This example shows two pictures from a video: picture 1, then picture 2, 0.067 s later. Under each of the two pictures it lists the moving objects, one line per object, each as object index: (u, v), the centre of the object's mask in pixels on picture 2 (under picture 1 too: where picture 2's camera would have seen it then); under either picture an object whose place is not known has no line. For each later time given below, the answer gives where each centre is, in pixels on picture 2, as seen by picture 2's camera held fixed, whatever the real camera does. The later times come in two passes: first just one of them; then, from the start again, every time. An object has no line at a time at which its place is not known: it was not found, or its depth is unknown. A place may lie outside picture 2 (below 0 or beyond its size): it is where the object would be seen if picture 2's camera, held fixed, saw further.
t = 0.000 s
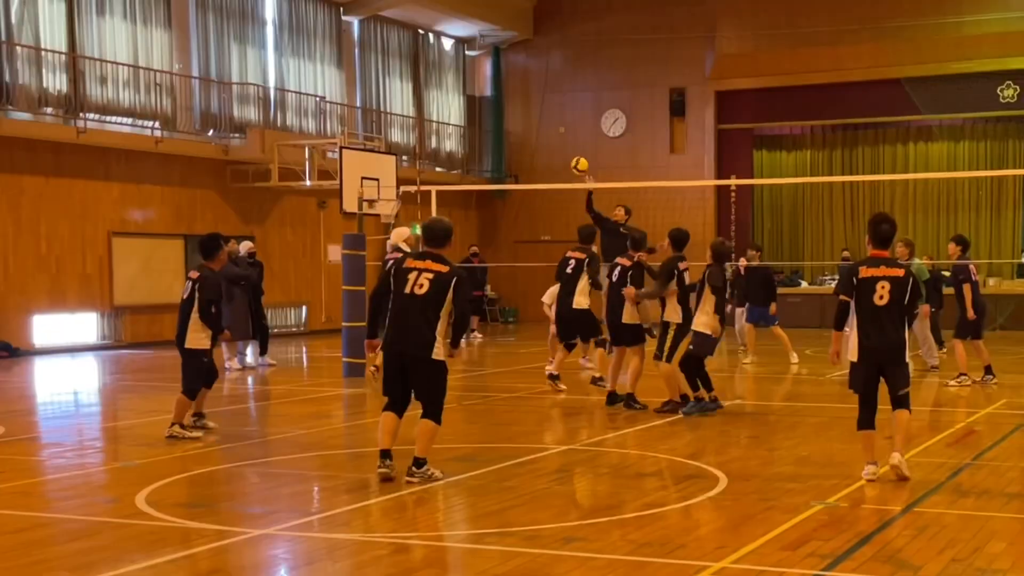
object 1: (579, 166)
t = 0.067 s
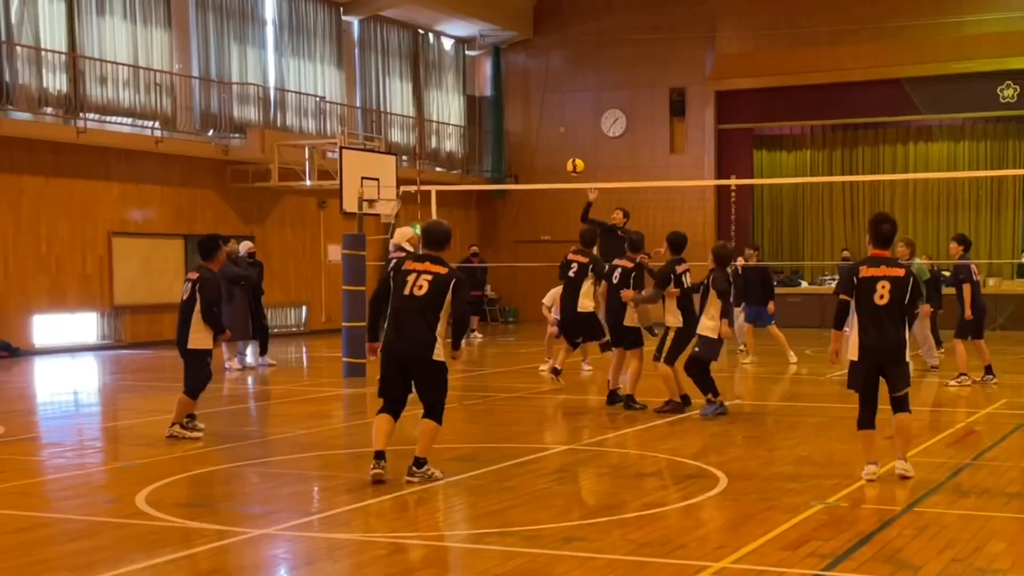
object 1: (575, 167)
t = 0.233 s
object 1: (565, 185)
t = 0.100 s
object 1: (573, 168)
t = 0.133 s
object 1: (571, 171)
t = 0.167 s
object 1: (569, 175)
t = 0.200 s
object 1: (567, 179)
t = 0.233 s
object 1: (565, 185)
